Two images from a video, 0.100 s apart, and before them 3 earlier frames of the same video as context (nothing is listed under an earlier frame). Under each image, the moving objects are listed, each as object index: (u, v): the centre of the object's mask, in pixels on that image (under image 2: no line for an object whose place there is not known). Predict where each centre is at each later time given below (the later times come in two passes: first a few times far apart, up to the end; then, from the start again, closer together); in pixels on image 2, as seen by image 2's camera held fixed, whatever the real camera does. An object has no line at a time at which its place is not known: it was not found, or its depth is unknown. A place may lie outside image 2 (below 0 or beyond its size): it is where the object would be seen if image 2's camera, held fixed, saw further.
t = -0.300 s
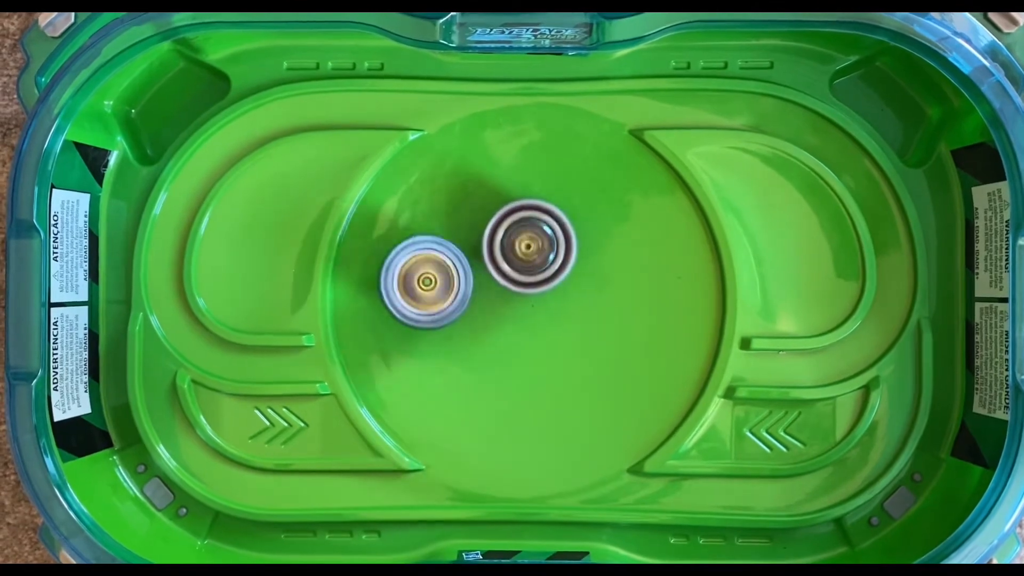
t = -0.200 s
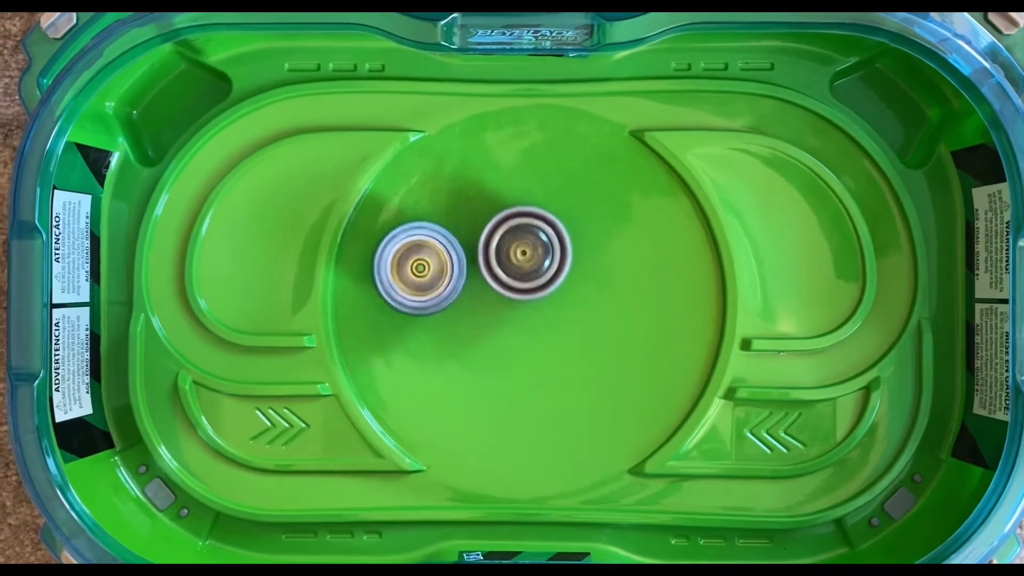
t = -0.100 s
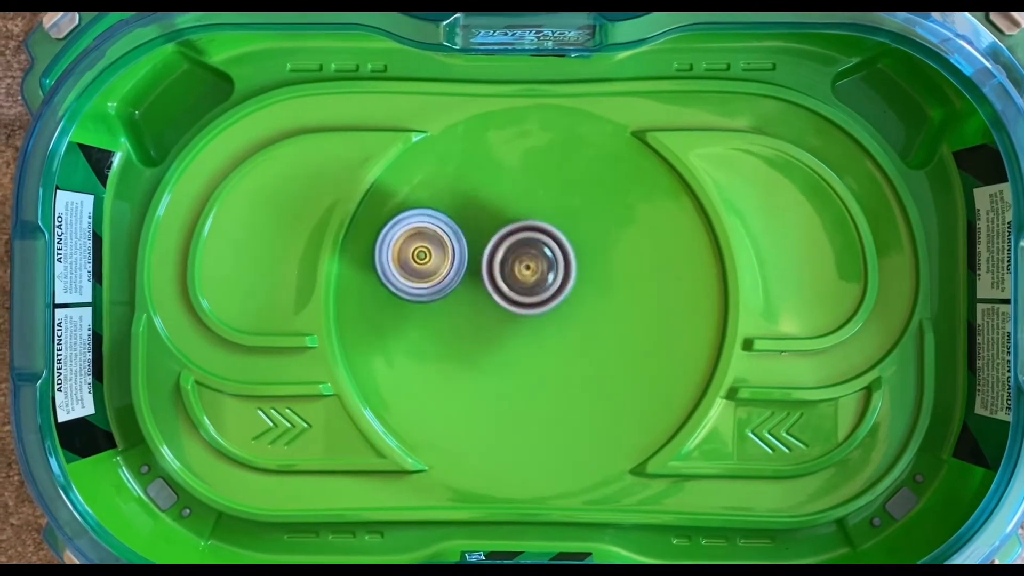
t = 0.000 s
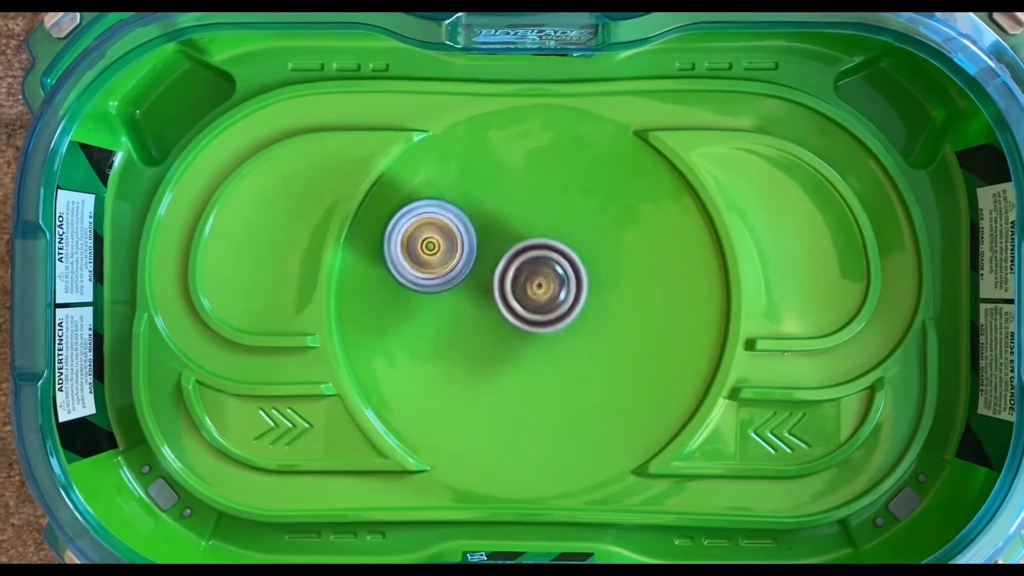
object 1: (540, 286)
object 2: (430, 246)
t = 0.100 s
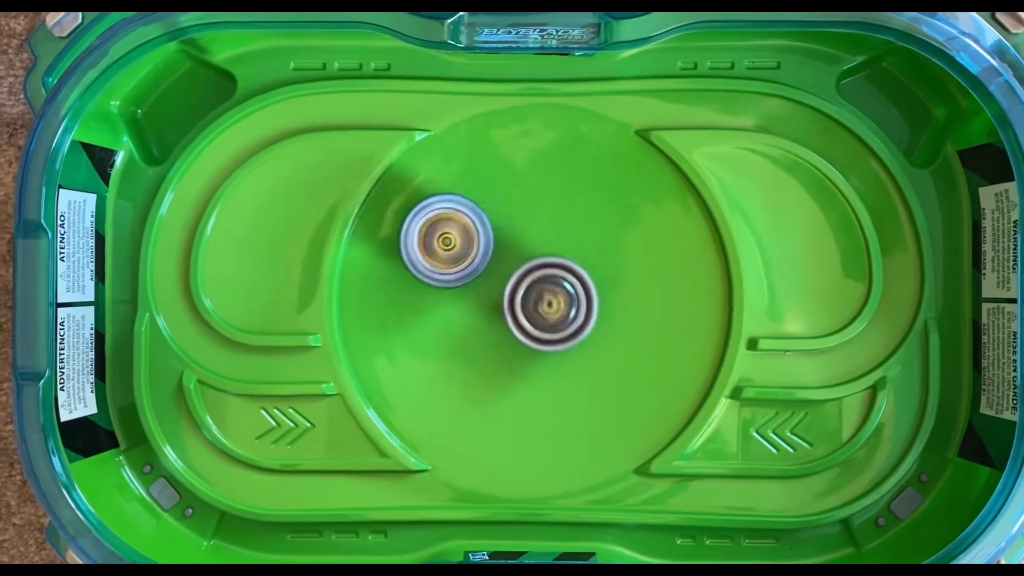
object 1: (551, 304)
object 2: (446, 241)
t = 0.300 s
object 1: (581, 325)
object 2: (488, 249)
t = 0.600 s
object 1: (607, 334)
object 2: (505, 228)
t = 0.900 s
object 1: (554, 343)
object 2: (511, 250)
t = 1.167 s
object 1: (526, 393)
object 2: (487, 244)
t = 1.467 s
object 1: (518, 385)
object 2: (489, 268)
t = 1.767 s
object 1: (521, 381)
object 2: (477, 189)
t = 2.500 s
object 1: (454, 331)
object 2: (550, 279)
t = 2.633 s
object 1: (441, 319)
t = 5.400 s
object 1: (441, 355)
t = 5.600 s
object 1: (426, 303)
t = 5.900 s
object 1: (450, 234)
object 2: (558, 266)
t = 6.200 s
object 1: (511, 240)
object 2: (559, 354)
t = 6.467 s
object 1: (550, 282)
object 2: (489, 377)
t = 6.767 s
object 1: (550, 330)
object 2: (458, 303)
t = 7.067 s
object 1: (517, 352)
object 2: (515, 247)
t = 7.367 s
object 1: (461, 335)
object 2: (620, 286)
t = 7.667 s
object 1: (460, 292)
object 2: (607, 298)
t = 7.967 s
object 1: (489, 238)
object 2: (633, 329)
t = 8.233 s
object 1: (531, 228)
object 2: (606, 320)
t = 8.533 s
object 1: (557, 268)
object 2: (533, 382)
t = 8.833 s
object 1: (536, 309)
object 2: (529, 405)
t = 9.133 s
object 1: (502, 278)
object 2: (478, 402)
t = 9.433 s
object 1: (469, 253)
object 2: (482, 331)
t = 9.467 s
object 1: (467, 253)
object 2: (493, 325)
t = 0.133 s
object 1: (556, 309)
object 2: (453, 241)
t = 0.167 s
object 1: (562, 314)
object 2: (460, 242)
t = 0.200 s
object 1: (566, 319)
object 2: (467, 243)
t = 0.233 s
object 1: (571, 322)
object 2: (474, 244)
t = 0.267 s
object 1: (576, 324)
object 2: (481, 247)
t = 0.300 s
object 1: (581, 325)
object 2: (488, 249)
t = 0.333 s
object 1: (585, 325)
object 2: (496, 251)
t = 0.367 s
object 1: (587, 324)
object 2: (503, 255)
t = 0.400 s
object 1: (589, 321)
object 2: (510, 259)
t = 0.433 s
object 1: (593, 326)
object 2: (509, 249)
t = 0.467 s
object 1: (598, 330)
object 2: (507, 238)
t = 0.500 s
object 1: (601, 332)
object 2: (507, 232)
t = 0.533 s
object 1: (605, 334)
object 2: (507, 230)
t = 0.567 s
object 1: (607, 334)
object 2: (506, 229)
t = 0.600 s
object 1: (607, 334)
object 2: (505, 228)
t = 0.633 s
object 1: (606, 332)
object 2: (505, 228)
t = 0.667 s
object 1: (603, 331)
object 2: (505, 230)
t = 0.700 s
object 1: (599, 330)
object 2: (505, 232)
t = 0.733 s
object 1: (593, 330)
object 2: (506, 236)
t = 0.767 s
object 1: (586, 330)
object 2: (507, 239)
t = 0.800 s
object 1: (579, 331)
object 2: (508, 244)
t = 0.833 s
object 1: (571, 333)
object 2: (509, 249)
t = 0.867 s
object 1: (562, 336)
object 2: (510, 252)
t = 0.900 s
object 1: (554, 343)
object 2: (511, 250)
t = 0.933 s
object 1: (548, 352)
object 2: (509, 244)
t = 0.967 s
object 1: (543, 359)
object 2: (505, 242)
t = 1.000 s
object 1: (539, 367)
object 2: (502, 239)
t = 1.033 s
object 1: (534, 374)
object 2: (499, 239)
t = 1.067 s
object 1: (530, 379)
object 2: (496, 239)
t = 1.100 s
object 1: (528, 384)
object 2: (492, 240)
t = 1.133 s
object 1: (527, 389)
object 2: (489, 242)
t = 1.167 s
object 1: (526, 393)
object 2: (487, 244)
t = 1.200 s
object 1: (525, 396)
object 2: (486, 248)
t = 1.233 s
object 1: (525, 397)
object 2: (485, 252)
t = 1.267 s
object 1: (525, 397)
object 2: (484, 258)
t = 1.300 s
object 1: (526, 396)
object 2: (484, 263)
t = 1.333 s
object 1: (526, 393)
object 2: (485, 268)
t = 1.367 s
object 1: (525, 390)
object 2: (486, 273)
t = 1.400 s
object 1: (523, 385)
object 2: (487, 279)
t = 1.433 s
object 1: (520, 379)
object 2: (489, 285)
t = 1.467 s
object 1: (518, 385)
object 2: (489, 268)
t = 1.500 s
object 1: (517, 392)
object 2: (489, 246)
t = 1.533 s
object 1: (517, 396)
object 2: (485, 227)
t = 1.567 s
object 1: (517, 398)
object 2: (484, 216)
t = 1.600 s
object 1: (518, 399)
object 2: (483, 208)
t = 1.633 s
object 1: (519, 397)
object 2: (481, 203)
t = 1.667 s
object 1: (520, 395)
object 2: (479, 199)
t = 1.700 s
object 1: (521, 391)
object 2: (478, 195)
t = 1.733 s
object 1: (522, 386)
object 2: (478, 191)
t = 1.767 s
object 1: (521, 381)
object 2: (477, 189)
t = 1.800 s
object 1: (520, 374)
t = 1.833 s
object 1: (516, 366)
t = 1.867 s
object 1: (512, 357)
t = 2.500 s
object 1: (454, 331)
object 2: (550, 279)
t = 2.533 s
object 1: (463, 327)
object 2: (554, 294)
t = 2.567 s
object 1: (455, 323)
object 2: (588, 304)
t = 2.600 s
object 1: (447, 321)
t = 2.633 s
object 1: (441, 319)
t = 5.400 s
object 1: (441, 355)
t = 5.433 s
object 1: (434, 347)
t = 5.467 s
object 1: (430, 338)
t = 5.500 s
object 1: (429, 330)
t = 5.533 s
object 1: (427, 322)
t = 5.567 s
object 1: (426, 312)
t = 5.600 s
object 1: (426, 303)
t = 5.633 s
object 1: (426, 294)
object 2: (538, 245)
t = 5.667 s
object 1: (427, 286)
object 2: (540, 246)
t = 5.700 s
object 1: (428, 279)
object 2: (539, 246)
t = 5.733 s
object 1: (431, 271)
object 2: (539, 246)
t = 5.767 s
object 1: (435, 263)
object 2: (540, 246)
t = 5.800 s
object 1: (439, 255)
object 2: (540, 247)
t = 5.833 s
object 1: (444, 248)
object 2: (541, 250)
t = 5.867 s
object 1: (446, 241)
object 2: (548, 260)
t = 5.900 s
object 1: (450, 234)
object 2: (558, 266)
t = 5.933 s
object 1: (454, 231)
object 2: (565, 277)
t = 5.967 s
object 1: (460, 229)
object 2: (570, 288)
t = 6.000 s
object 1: (467, 229)
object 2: (571, 297)
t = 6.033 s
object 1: (474, 228)
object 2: (573, 306)
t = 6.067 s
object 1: (481, 228)
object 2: (574, 315)
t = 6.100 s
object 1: (489, 229)
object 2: (572, 327)
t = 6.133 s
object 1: (496, 232)
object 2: (569, 337)
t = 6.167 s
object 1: (503, 235)
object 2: (564, 346)
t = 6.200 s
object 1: (511, 240)
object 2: (559, 354)
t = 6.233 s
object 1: (518, 243)
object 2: (554, 361)
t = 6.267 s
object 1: (525, 248)
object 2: (546, 369)
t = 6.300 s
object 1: (530, 253)
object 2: (536, 374)
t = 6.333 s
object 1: (534, 259)
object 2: (526, 378)
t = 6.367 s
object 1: (539, 265)
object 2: (517, 380)
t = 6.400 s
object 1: (544, 271)
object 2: (507, 381)
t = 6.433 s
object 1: (547, 276)
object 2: (497, 381)
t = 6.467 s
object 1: (550, 282)
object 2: (489, 377)
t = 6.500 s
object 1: (552, 287)
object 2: (482, 374)
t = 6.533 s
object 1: (553, 293)
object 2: (473, 369)
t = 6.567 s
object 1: (555, 299)
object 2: (466, 360)
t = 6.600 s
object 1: (557, 304)
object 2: (463, 352)
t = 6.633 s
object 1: (557, 309)
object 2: (459, 345)
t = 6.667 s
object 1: (556, 314)
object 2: (455, 335)
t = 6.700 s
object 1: (554, 319)
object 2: (454, 324)
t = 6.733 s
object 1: (552, 325)
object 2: (455, 312)
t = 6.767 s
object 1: (550, 330)
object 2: (458, 303)
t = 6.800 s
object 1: (548, 334)
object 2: (461, 295)
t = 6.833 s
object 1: (546, 338)
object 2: (462, 285)
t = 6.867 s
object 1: (542, 343)
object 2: (467, 274)
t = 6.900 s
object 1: (539, 347)
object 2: (475, 265)
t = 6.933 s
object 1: (536, 350)
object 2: (482, 260)
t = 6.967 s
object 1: (532, 350)
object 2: (489, 256)
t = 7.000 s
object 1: (527, 351)
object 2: (495, 252)
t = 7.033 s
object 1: (521, 352)
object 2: (504, 249)
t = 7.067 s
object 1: (517, 352)
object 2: (515, 247)
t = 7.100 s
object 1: (513, 351)
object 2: (525, 249)
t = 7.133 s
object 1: (508, 348)
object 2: (534, 252)
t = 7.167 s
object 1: (503, 346)
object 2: (542, 255)
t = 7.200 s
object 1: (499, 344)
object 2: (549, 259)
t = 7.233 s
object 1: (496, 341)
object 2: (557, 266)
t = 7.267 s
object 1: (494, 337)
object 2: (563, 274)
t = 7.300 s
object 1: (484, 335)
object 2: (580, 279)
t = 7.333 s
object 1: (470, 336)
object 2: (603, 280)
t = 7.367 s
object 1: (461, 335)
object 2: (620, 286)
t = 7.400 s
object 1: (455, 331)
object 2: (629, 293)
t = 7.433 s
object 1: (450, 326)
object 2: (629, 300)
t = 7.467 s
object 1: (447, 322)
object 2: (626, 302)
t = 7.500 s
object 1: (446, 317)
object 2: (623, 303)
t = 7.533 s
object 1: (447, 310)
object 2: (620, 302)
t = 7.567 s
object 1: (448, 305)
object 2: (617, 302)
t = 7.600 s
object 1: (451, 301)
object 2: (613, 301)
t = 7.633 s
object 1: (455, 297)
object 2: (610, 300)
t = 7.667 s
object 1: (460, 292)
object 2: (607, 298)
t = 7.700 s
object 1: (464, 289)
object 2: (605, 297)
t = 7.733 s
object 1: (470, 287)
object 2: (599, 294)
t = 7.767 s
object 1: (476, 285)
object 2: (593, 292)
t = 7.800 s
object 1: (484, 281)
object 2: (586, 289)
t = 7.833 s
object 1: (491, 275)
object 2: (580, 287)
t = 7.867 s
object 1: (487, 263)
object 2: (600, 301)
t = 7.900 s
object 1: (484, 251)
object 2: (616, 311)
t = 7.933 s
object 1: (484, 244)
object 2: (627, 322)
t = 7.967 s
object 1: (489, 238)
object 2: (633, 329)
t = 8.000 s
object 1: (492, 234)
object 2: (636, 333)
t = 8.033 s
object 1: (496, 230)
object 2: (635, 336)
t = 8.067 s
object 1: (502, 227)
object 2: (634, 336)
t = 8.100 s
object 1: (507, 225)
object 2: (628, 336)
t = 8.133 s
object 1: (513, 224)
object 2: (622, 333)
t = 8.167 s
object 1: (518, 224)
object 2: (616, 329)
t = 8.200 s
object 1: (524, 226)
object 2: (611, 324)
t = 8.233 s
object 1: (531, 228)
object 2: (606, 320)
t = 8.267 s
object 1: (535, 230)
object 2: (602, 316)
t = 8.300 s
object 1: (540, 235)
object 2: (597, 315)
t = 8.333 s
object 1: (545, 240)
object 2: (591, 316)
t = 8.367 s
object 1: (547, 246)
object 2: (584, 316)
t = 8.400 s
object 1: (551, 252)
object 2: (574, 322)
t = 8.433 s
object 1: (553, 252)
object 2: (562, 335)
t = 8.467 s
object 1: (555, 255)
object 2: (550, 352)
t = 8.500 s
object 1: (558, 261)
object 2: (538, 369)
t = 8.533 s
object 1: (557, 268)
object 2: (533, 382)
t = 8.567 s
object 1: (557, 274)
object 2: (533, 395)
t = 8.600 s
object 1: (556, 279)
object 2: (536, 405)
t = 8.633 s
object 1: (554, 286)
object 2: (540, 410)
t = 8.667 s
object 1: (552, 291)
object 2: (542, 412)
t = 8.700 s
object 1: (548, 297)
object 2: (543, 412)
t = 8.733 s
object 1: (546, 301)
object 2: (542, 412)
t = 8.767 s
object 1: (541, 305)
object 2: (540, 410)
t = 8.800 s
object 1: (537, 310)
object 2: (535, 405)
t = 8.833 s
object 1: (536, 309)
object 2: (529, 405)
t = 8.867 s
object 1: (534, 306)
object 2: (524, 412)
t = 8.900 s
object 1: (535, 303)
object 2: (517, 413)
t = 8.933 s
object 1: (529, 302)
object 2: (509, 413)
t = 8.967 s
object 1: (524, 299)
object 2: (501, 413)
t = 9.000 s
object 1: (518, 294)
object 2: (495, 411)
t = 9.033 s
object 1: (515, 292)
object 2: (491, 409)
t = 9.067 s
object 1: (510, 287)
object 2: (487, 408)
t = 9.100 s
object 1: (505, 283)
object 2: (483, 405)
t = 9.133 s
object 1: (502, 278)
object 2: (478, 402)
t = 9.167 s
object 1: (497, 274)
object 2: (473, 397)
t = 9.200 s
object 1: (494, 270)
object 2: (468, 390)
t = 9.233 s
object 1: (489, 265)
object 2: (465, 382)
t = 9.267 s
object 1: (486, 263)
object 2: (464, 375)
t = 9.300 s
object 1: (482, 258)
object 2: (463, 367)
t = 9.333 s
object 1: (478, 256)
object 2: (464, 356)
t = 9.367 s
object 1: (475, 253)
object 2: (468, 346)
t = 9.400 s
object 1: (469, 253)
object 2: (475, 337)
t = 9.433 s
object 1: (469, 253)
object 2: (482, 331)
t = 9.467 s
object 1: (467, 253)
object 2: (493, 325)
